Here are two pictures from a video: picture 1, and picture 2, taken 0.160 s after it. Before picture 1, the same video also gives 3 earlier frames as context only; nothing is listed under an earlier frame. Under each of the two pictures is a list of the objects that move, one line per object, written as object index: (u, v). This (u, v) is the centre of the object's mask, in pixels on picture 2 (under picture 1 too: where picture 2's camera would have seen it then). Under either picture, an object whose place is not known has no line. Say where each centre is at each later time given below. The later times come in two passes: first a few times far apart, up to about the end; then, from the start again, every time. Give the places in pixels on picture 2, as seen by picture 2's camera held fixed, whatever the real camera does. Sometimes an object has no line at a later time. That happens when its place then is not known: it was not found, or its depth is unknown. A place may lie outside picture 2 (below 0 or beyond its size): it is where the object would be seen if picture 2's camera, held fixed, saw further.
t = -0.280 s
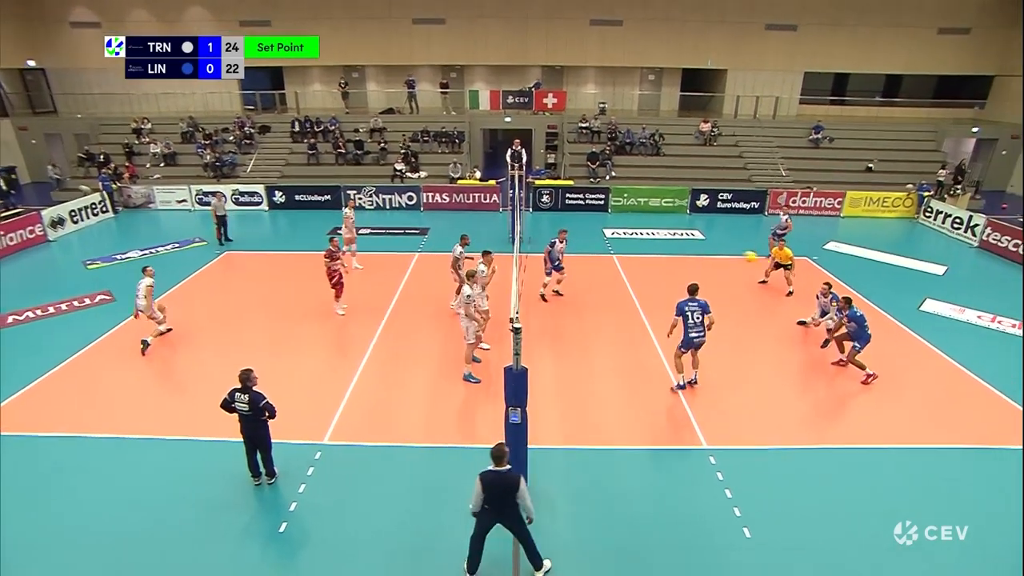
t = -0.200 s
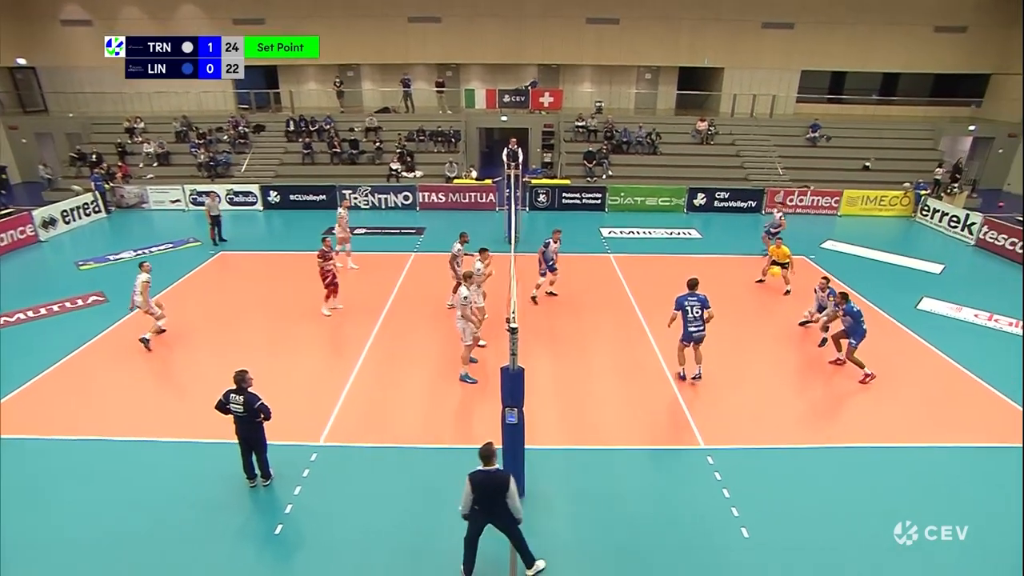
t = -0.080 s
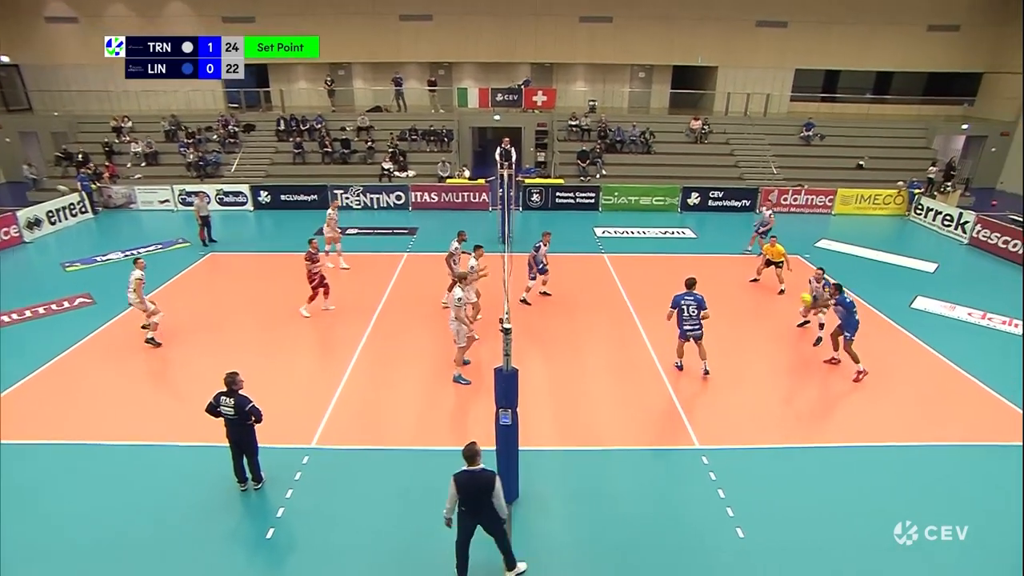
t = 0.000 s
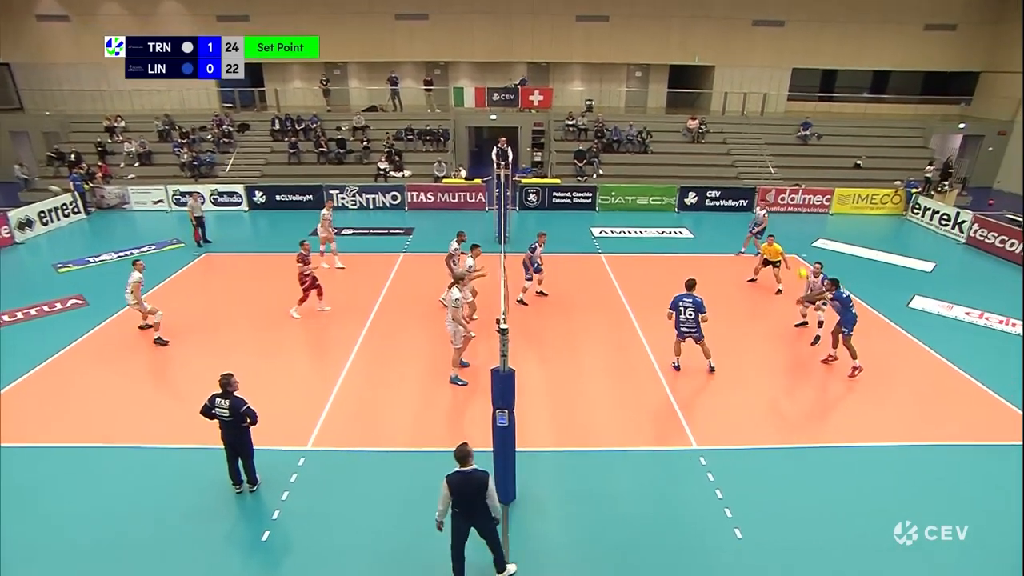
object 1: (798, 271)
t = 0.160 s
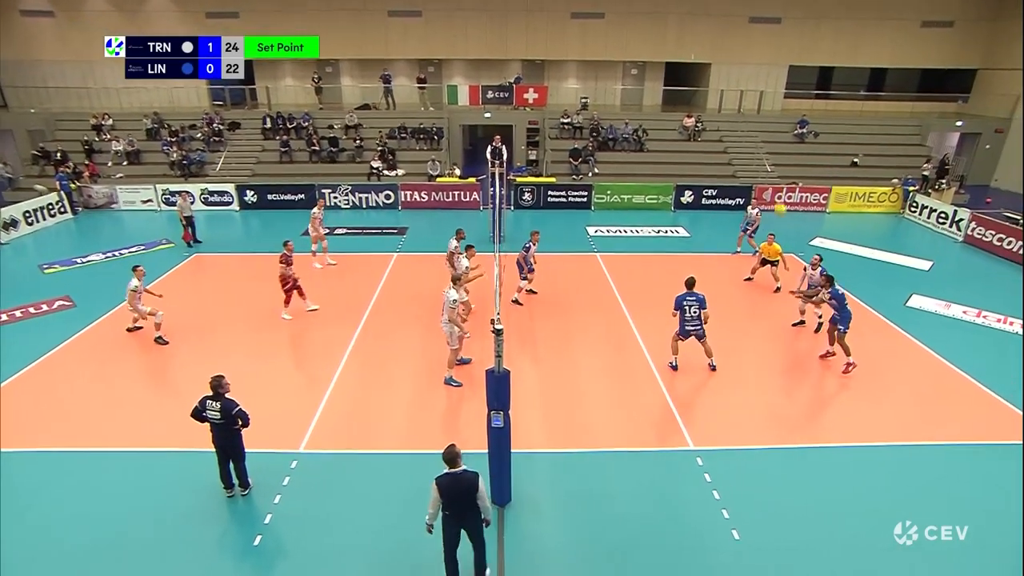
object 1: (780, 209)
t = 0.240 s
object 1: (771, 180)
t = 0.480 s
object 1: (740, 118)
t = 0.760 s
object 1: (700, 85)
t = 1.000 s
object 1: (663, 91)
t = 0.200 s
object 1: (776, 195)
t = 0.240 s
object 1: (771, 180)
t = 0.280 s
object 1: (766, 169)
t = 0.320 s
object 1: (761, 157)
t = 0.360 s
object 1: (756, 146)
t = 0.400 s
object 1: (751, 135)
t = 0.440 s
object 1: (746, 126)
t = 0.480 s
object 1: (740, 118)
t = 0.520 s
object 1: (735, 111)
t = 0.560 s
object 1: (729, 104)
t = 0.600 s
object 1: (724, 98)
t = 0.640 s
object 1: (718, 93)
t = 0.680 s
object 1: (712, 90)
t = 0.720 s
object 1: (705, 87)
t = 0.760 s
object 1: (700, 85)
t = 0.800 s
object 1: (694, 84)
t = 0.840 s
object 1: (687, 84)
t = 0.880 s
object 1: (681, 84)
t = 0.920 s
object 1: (675, 86)
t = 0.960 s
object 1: (670, 87)
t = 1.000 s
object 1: (663, 91)
